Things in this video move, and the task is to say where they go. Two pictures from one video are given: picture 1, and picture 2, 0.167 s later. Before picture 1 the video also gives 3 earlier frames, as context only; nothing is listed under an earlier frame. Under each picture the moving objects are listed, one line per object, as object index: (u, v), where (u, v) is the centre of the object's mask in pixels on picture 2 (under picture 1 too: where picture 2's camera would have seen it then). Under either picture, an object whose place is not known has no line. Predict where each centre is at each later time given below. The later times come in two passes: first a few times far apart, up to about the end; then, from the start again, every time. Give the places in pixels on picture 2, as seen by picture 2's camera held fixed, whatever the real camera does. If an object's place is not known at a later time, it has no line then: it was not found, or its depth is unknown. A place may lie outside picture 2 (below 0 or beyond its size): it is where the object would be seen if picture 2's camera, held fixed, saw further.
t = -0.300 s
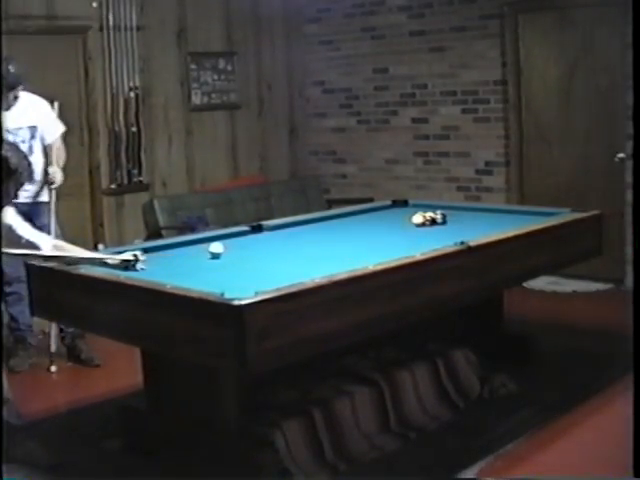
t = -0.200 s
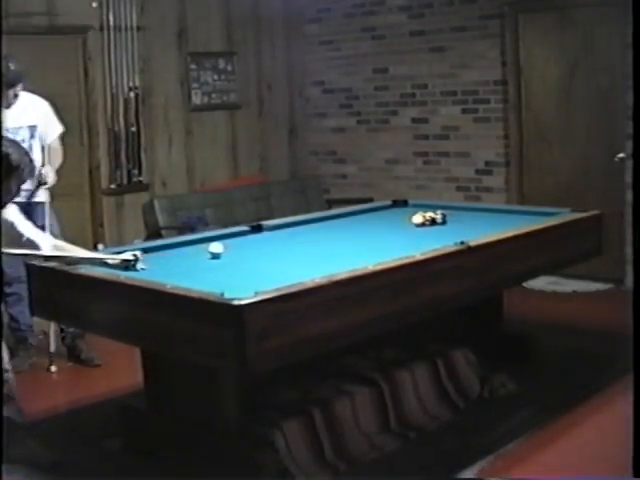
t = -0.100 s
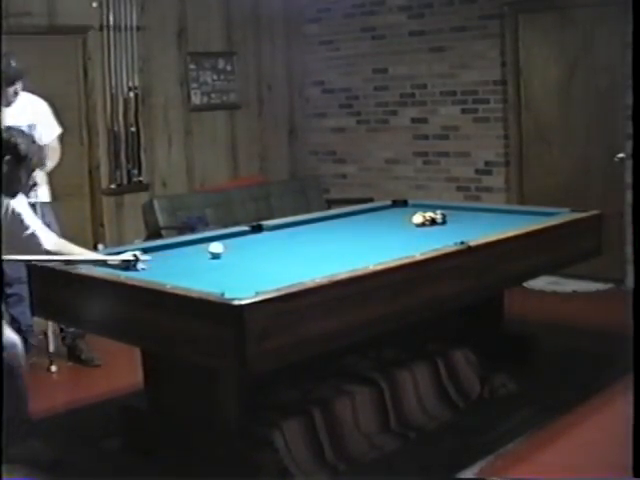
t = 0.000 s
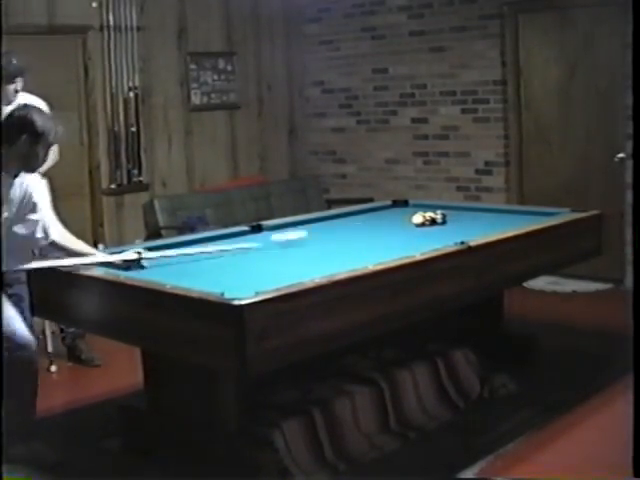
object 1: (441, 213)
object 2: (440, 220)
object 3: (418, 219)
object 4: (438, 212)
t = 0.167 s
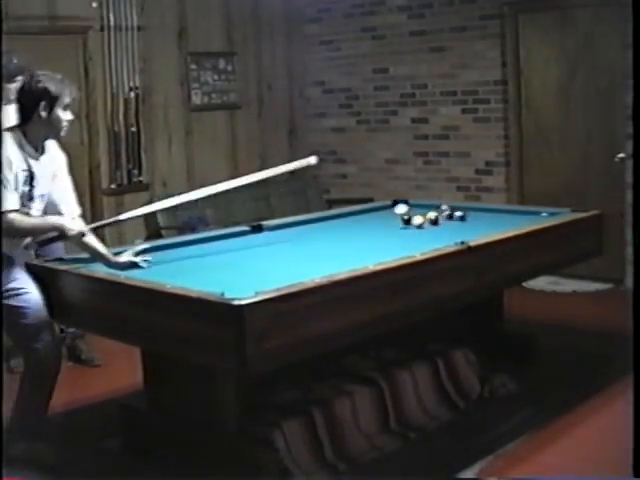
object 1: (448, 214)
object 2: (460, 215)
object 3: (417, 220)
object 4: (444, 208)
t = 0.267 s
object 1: (464, 212)
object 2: (480, 214)
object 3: (417, 222)
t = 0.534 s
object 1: (490, 208)
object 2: (521, 211)
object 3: (418, 227)
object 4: (370, 210)
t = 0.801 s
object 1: (480, 212)
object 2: (522, 215)
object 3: (417, 231)
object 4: (309, 219)
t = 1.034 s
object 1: (472, 215)
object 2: (523, 217)
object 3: (417, 235)
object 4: (281, 227)
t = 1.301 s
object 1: (471, 218)
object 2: (525, 219)
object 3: (419, 238)
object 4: (247, 237)
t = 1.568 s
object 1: (473, 222)
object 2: (506, 223)
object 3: (418, 244)
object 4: (208, 247)
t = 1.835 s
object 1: (472, 225)
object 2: (488, 226)
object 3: (401, 247)
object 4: (165, 260)
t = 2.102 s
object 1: (463, 229)
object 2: (482, 228)
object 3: (382, 250)
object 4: (132, 268)
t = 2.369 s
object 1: (451, 230)
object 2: (479, 229)
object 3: (365, 251)
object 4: (185, 268)
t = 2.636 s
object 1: (439, 233)
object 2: (475, 231)
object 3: (349, 253)
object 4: (232, 266)
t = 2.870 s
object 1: (429, 235)
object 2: (474, 232)
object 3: (336, 255)
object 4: (272, 262)
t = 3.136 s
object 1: (419, 237)
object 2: (469, 232)
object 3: (324, 256)
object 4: (305, 262)
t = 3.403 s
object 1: (409, 240)
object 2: (462, 235)
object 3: (313, 256)
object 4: (327, 263)
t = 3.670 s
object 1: (400, 241)
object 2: (459, 235)
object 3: (305, 257)
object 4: (339, 263)
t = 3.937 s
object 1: (393, 244)
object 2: (456, 236)
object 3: (298, 258)
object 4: (330, 263)
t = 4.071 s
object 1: (389, 245)
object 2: (454, 236)
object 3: (294, 258)
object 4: (326, 264)
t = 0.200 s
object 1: (454, 213)
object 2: (467, 214)
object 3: (418, 221)
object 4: (445, 206)
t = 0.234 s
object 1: (460, 213)
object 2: (474, 213)
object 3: (417, 221)
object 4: (443, 205)
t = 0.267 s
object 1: (464, 212)
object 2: (480, 214)
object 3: (417, 222)
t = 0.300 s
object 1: (469, 210)
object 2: (485, 213)
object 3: (418, 222)
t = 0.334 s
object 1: (471, 209)
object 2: (491, 213)
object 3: (417, 223)
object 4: (416, 208)
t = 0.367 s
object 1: (478, 210)
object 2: (496, 213)
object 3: (418, 224)
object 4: (414, 204)
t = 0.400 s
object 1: (483, 210)
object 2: (503, 211)
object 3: (417, 224)
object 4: (400, 209)
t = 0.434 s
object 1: (488, 209)
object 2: (508, 211)
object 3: (417, 225)
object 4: (392, 210)
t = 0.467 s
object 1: (492, 208)
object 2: (513, 211)
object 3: (417, 225)
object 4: (385, 210)
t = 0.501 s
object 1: (492, 208)
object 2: (520, 211)
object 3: (417, 226)
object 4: (383, 209)
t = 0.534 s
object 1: (490, 208)
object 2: (521, 211)
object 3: (418, 227)
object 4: (370, 210)
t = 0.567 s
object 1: (489, 209)
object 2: (520, 211)
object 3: (417, 227)
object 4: (361, 211)
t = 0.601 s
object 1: (487, 210)
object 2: (519, 212)
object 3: (417, 228)
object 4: (352, 213)
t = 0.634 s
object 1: (485, 211)
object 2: (520, 212)
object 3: (417, 228)
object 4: (345, 214)
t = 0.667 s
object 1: (484, 211)
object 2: (521, 213)
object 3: (417, 229)
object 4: (338, 215)
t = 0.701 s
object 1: (483, 212)
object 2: (520, 213)
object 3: (417, 229)
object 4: (329, 217)
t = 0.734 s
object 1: (482, 212)
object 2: (520, 214)
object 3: (417, 230)
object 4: (321, 217)
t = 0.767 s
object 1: (481, 212)
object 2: (521, 214)
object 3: (417, 231)
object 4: (314, 217)
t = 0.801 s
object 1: (480, 212)
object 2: (522, 215)
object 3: (417, 231)
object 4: (309, 219)
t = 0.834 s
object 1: (480, 212)
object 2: (522, 215)
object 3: (417, 232)
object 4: (306, 219)
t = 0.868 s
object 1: (478, 213)
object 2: (522, 215)
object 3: (417, 233)
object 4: (302, 220)
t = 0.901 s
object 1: (478, 213)
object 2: (523, 216)
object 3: (417, 233)
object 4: (299, 221)
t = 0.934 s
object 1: (477, 214)
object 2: (524, 216)
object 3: (418, 234)
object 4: (295, 223)
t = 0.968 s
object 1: (474, 215)
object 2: (523, 217)
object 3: (417, 234)
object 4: (291, 223)
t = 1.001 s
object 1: (473, 214)
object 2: (523, 217)
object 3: (417, 235)
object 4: (287, 226)
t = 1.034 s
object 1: (472, 215)
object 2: (523, 217)
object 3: (417, 235)
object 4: (281, 227)
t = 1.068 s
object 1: (471, 216)
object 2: (524, 218)
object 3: (417, 236)
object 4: (278, 227)
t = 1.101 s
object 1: (471, 216)
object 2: (524, 218)
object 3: (417, 236)
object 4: (273, 229)
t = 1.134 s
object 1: (471, 217)
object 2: (525, 218)
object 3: (417, 238)
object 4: (270, 230)
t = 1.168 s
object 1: (471, 217)
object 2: (524, 219)
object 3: (417, 238)
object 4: (265, 231)
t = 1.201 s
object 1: (471, 217)
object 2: (524, 220)
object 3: (417, 238)
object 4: (261, 232)
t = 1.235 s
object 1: (471, 217)
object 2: (524, 219)
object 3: (418, 238)
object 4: (256, 233)
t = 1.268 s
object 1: (471, 218)
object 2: (525, 219)
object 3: (419, 239)
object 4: (252, 234)
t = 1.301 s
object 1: (471, 218)
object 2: (525, 219)
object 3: (419, 238)
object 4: (247, 237)
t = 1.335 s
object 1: (471, 218)
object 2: (523, 219)
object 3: (418, 239)
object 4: (242, 238)
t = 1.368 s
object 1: (471, 219)
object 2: (520, 220)
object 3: (418, 239)
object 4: (237, 239)
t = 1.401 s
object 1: (471, 219)
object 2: (518, 220)
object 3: (418, 240)
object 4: (232, 241)
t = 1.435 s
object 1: (471, 219)
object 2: (514, 221)
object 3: (417, 242)
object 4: (228, 242)
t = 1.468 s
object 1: (471, 220)
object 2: (513, 222)
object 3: (417, 243)
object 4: (223, 243)
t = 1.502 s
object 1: (471, 221)
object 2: (511, 222)
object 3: (418, 243)
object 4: (218, 245)
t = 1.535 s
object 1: (472, 222)
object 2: (508, 222)
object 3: (418, 244)
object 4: (213, 246)
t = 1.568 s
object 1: (473, 222)
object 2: (506, 223)
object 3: (418, 244)
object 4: (208, 247)
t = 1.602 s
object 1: (472, 222)
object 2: (504, 223)
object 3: (418, 245)
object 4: (203, 249)
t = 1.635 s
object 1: (472, 222)
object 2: (502, 223)
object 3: (417, 245)
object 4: (198, 250)
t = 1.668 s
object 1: (472, 223)
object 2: (500, 224)
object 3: (413, 245)
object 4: (192, 252)
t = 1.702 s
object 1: (472, 223)
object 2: (497, 224)
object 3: (411, 246)
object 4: (187, 253)
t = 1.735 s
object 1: (472, 223)
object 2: (494, 224)
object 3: (409, 246)
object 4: (182, 255)
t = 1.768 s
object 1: (472, 224)
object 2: (491, 224)
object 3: (406, 246)
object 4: (177, 257)
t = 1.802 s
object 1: (472, 224)
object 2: (490, 225)
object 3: (404, 247)
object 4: (170, 258)
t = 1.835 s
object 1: (472, 225)
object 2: (488, 226)
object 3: (401, 247)
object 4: (165, 260)
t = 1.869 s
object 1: (472, 225)
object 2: (485, 226)
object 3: (399, 248)
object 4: (160, 262)
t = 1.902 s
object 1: (472, 226)
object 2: (484, 226)
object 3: (396, 248)
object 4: (154, 262)
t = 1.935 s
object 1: (470, 226)
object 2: (483, 226)
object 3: (394, 248)
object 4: (148, 265)
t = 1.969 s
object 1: (469, 227)
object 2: (483, 227)
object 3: (391, 248)
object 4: (143, 266)
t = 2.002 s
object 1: (468, 227)
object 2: (482, 227)
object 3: (389, 248)
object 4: (137, 267)
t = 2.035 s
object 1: (466, 227)
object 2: (481, 227)
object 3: (387, 249)
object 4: (131, 267)
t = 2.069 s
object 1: (465, 228)
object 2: (482, 228)
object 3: (384, 249)
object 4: (125, 267)
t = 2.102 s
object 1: (463, 229)
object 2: (482, 228)
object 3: (382, 250)
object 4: (132, 268)
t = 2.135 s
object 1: (461, 228)
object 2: (481, 228)
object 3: (380, 250)
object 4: (140, 268)
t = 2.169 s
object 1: (460, 229)
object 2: (481, 228)
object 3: (378, 250)
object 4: (148, 268)
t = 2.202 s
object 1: (458, 229)
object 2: (480, 228)
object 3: (375, 250)
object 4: (154, 269)
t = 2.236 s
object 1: (456, 229)
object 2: (480, 228)
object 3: (374, 250)
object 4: (161, 269)
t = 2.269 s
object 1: (455, 229)
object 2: (480, 228)
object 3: (371, 250)
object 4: (167, 268)
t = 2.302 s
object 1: (453, 230)
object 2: (480, 228)
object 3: (369, 251)
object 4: (172, 268)
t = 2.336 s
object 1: (452, 230)
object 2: (479, 229)
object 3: (366, 251)
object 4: (178, 268)
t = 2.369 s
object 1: (451, 230)
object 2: (479, 229)
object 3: (365, 251)
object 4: (185, 268)
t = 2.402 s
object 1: (449, 230)
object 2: (478, 230)
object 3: (363, 251)
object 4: (190, 267)
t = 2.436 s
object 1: (447, 231)
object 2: (477, 230)
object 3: (361, 252)
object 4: (196, 267)
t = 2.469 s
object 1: (446, 231)
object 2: (477, 230)
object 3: (358, 252)
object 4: (203, 267)
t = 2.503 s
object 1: (444, 232)
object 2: (477, 230)
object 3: (356, 252)
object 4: (208, 266)
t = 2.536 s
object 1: (443, 232)
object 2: (477, 230)
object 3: (354, 252)
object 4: (214, 266)
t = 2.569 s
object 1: (442, 232)
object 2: (476, 230)
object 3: (353, 253)
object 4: (220, 265)
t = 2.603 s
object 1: (441, 233)
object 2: (476, 231)
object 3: (351, 253)
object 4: (226, 265)
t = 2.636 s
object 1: (439, 233)
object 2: (475, 231)
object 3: (349, 253)
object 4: (232, 266)
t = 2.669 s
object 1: (438, 234)
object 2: (475, 231)
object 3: (347, 253)
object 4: (237, 264)
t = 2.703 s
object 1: (436, 234)
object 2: (475, 231)
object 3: (345, 254)
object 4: (244, 263)
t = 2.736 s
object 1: (435, 234)
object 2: (475, 231)
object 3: (343, 254)
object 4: (250, 263)
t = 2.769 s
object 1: (433, 234)
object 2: (475, 231)
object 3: (341, 254)
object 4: (255, 263)
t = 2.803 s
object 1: (432, 234)
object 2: (475, 231)
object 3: (340, 254)
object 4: (261, 263)
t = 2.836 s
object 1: (431, 235)
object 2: (474, 232)
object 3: (338, 254)
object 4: (267, 262)
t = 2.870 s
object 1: (429, 235)
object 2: (474, 232)
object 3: (336, 255)
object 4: (272, 262)
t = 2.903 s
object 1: (428, 235)
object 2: (474, 232)
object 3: (335, 254)
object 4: (278, 261)
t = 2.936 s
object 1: (427, 236)
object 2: (474, 232)
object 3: (333, 255)
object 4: (283, 261)
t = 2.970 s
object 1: (426, 236)
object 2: (473, 232)
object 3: (331, 255)
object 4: (290, 261)
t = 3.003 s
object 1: (424, 236)
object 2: (472, 232)
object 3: (330, 255)
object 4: (294, 260)
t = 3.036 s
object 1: (423, 237)
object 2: (472, 232)
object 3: (329, 255)
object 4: (296, 261)
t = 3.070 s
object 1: (421, 237)
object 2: (471, 232)
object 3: (327, 255)
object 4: (299, 261)
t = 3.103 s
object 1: (420, 237)
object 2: (470, 232)
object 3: (326, 255)
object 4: (301, 261)
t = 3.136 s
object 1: (419, 237)
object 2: (469, 232)
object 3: (324, 256)
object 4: (305, 262)
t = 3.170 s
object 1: (419, 237)
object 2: (468, 233)
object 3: (323, 256)
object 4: (308, 262)
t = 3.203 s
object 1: (417, 238)
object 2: (467, 233)
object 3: (322, 255)
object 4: (310, 263)
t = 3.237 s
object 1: (415, 239)
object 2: (466, 233)
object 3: (322, 256)
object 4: (314, 263)
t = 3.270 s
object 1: (414, 239)
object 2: (465, 234)
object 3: (321, 255)
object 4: (317, 261)
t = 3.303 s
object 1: (413, 239)
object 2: (465, 234)
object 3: (318, 257)
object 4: (318, 262)
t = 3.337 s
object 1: (412, 239)
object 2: (464, 234)
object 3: (314, 257)
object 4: (318, 261)
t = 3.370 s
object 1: (411, 240)
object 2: (463, 235)
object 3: (314, 256)
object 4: (325, 263)
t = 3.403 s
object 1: (409, 240)
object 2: (462, 235)
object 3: (313, 256)
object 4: (327, 263)
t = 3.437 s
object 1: (408, 240)
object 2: (462, 235)
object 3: (312, 257)
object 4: (330, 263)
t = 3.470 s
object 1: (407, 240)
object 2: (462, 235)
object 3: (312, 257)
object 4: (334, 263)
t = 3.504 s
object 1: (407, 240)
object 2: (462, 235)
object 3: (311, 257)
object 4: (337, 264)
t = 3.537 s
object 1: (405, 240)
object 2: (461, 235)
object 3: (310, 257)
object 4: (341, 264)
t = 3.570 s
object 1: (404, 241)
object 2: (460, 235)
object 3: (308, 257)
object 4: (343, 264)
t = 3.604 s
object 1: (403, 241)
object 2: (460, 235)
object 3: (307, 257)
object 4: (342, 264)
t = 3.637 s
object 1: (402, 241)
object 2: (460, 235)
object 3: (306, 257)
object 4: (341, 263)
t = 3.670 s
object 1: (400, 241)
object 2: (459, 235)
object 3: (305, 257)
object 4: (339, 263)
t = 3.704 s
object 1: (400, 242)
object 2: (458, 235)
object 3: (303, 258)
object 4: (337, 263)
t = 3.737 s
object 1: (399, 242)
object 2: (458, 236)
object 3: (303, 258)
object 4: (336, 263)
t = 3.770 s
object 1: (398, 242)
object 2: (458, 236)
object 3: (302, 258)
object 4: (335, 263)
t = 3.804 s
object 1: (397, 243)
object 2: (457, 236)
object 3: (301, 258)
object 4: (334, 263)
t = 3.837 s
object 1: (395, 243)
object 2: (456, 236)
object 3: (300, 258)
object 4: (333, 263)
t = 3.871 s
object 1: (395, 243)
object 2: (456, 236)
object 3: (299, 258)
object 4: (332, 263)
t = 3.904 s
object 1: (394, 244)
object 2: (456, 236)
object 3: (298, 258)
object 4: (331, 263)
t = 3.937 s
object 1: (393, 244)
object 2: (456, 236)
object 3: (298, 258)
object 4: (330, 263)
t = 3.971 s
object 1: (392, 244)
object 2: (455, 236)
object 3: (297, 258)
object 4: (329, 263)
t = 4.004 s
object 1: (391, 244)
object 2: (455, 236)
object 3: (296, 258)
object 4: (328, 263)
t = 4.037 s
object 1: (390, 244)
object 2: (455, 236)
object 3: (295, 258)
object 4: (327, 264)
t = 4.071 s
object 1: (389, 245)
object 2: (454, 236)
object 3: (294, 258)
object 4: (326, 264)
